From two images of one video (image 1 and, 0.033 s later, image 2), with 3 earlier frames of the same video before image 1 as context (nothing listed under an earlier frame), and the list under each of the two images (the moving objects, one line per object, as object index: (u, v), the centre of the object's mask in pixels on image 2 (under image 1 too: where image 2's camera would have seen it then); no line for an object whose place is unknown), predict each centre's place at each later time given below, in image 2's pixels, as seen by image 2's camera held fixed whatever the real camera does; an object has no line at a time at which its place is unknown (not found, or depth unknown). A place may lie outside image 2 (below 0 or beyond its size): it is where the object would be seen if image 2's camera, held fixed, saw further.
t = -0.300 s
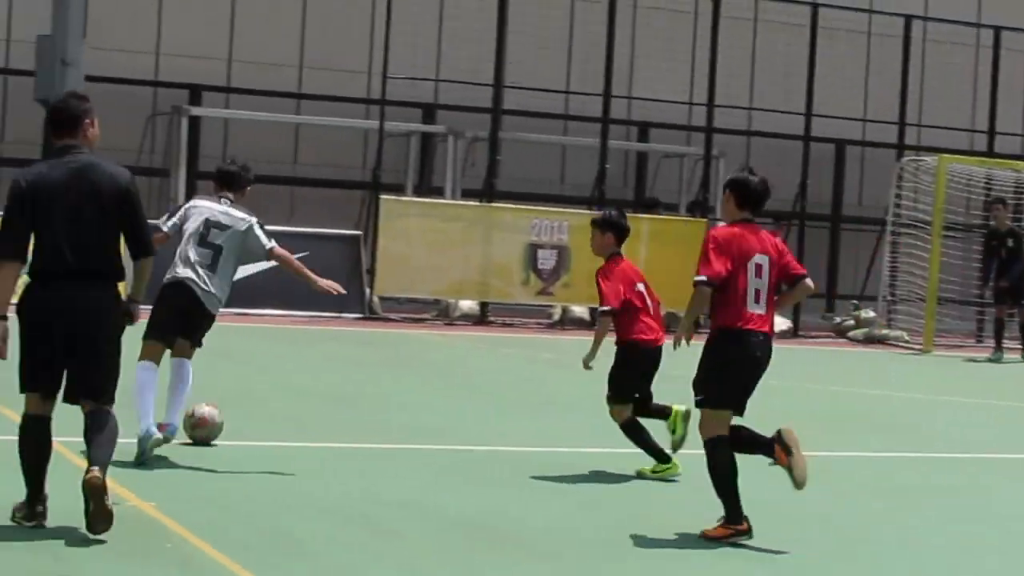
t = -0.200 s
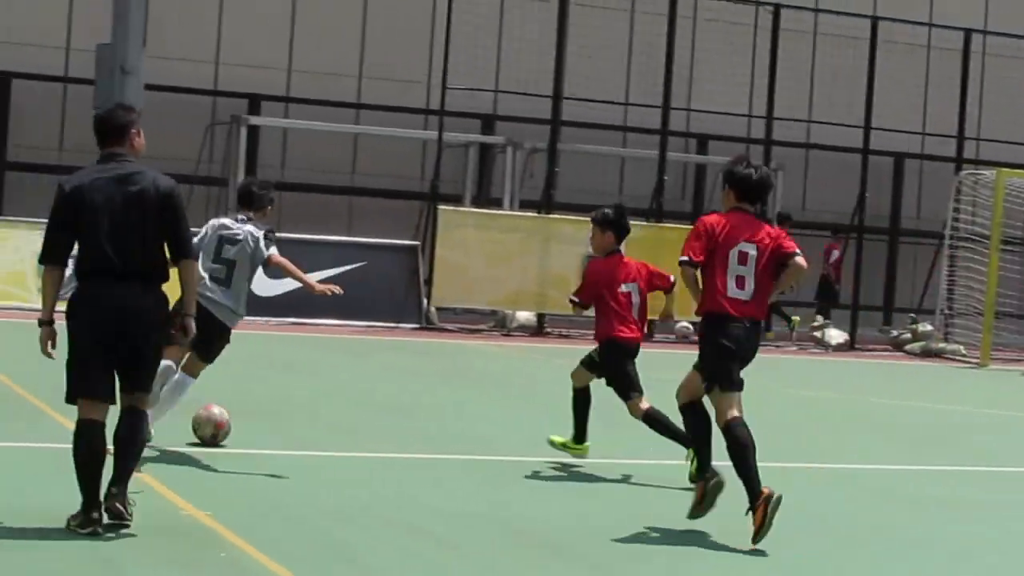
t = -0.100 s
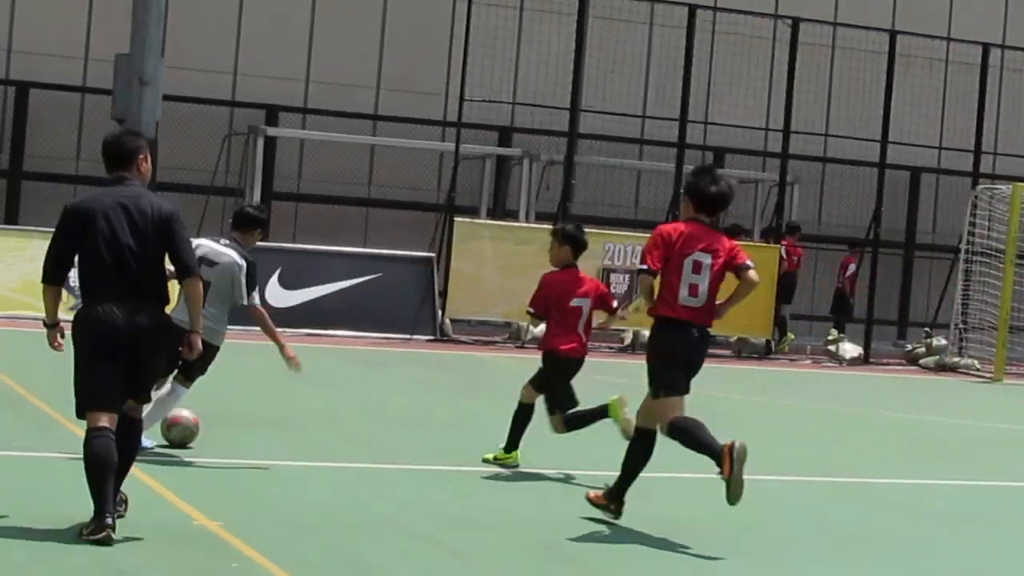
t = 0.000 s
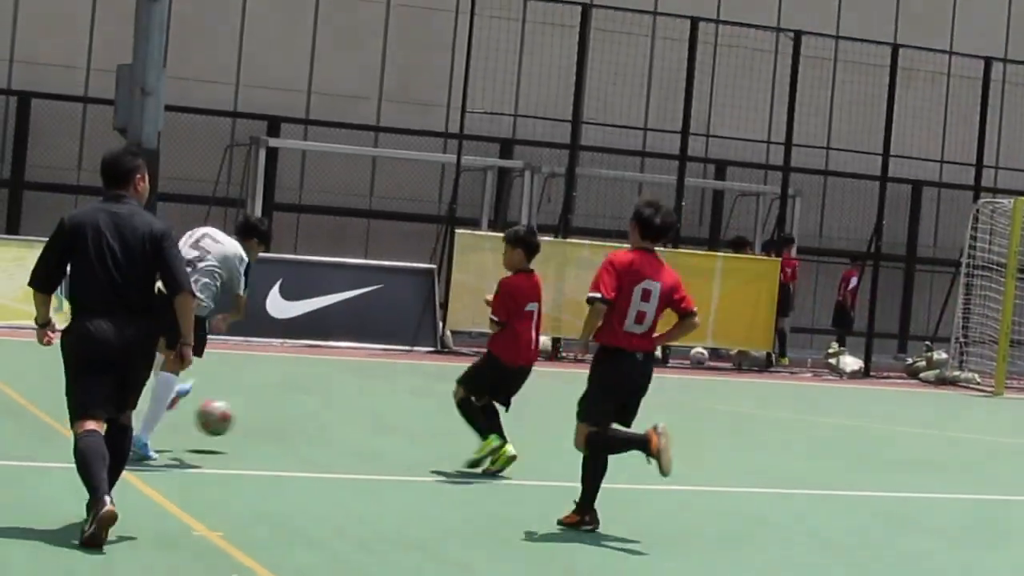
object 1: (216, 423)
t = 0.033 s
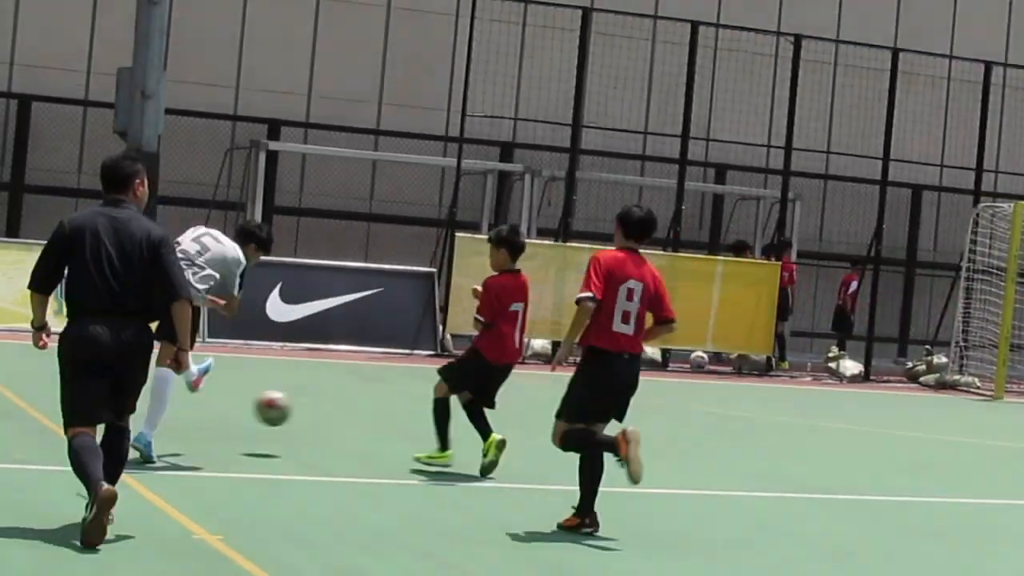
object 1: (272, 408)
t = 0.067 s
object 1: (330, 399)
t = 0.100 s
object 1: (384, 387)
